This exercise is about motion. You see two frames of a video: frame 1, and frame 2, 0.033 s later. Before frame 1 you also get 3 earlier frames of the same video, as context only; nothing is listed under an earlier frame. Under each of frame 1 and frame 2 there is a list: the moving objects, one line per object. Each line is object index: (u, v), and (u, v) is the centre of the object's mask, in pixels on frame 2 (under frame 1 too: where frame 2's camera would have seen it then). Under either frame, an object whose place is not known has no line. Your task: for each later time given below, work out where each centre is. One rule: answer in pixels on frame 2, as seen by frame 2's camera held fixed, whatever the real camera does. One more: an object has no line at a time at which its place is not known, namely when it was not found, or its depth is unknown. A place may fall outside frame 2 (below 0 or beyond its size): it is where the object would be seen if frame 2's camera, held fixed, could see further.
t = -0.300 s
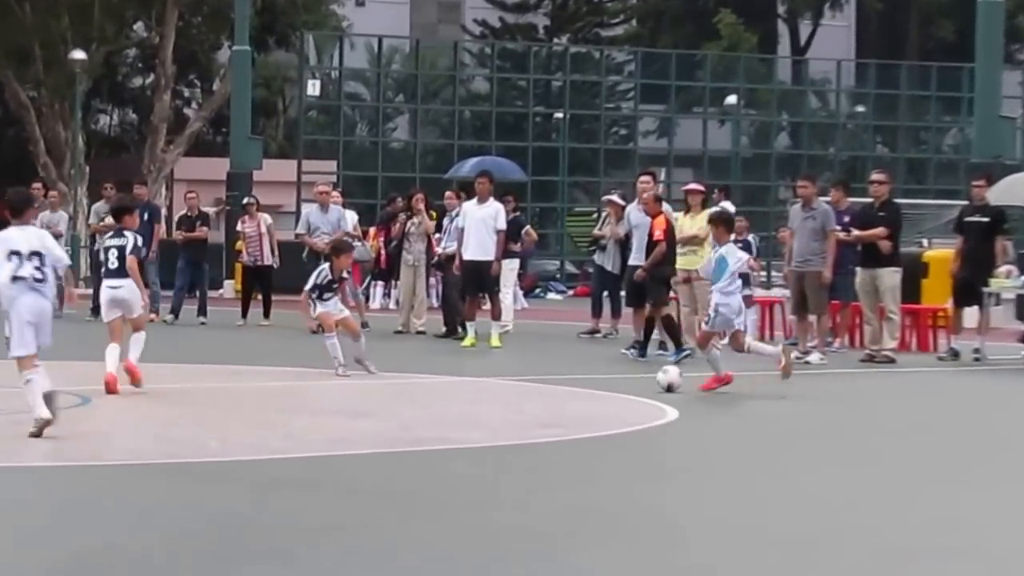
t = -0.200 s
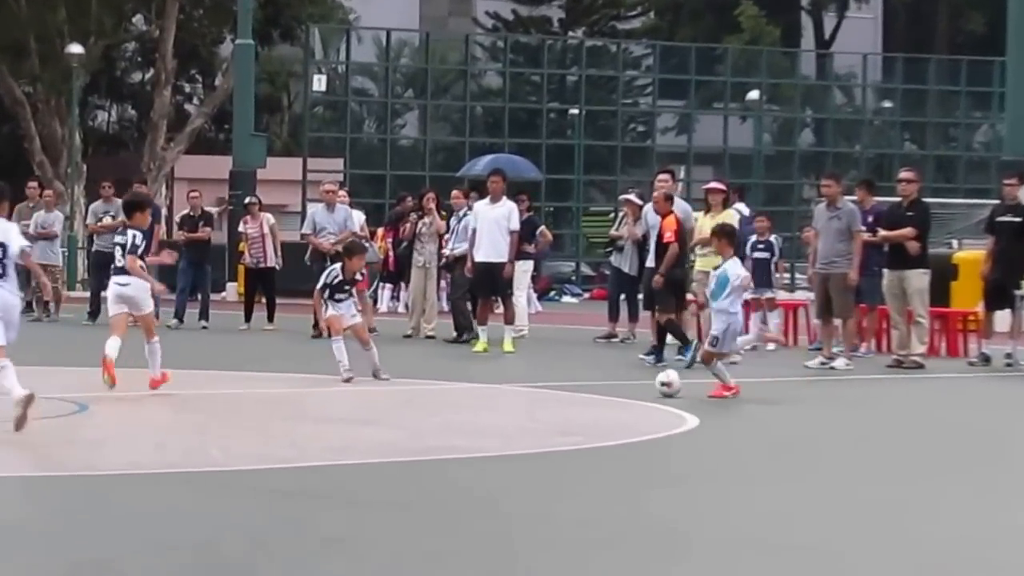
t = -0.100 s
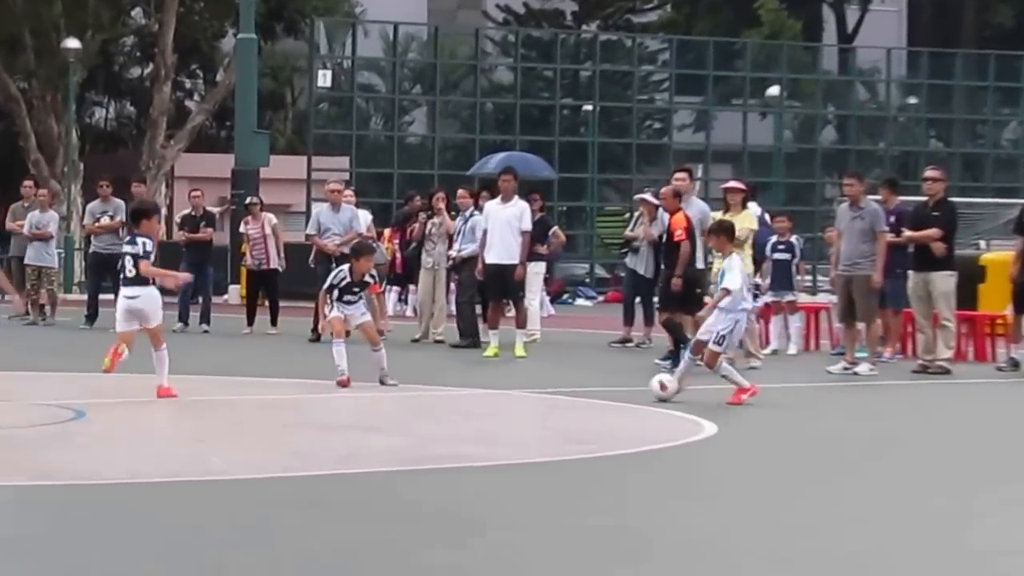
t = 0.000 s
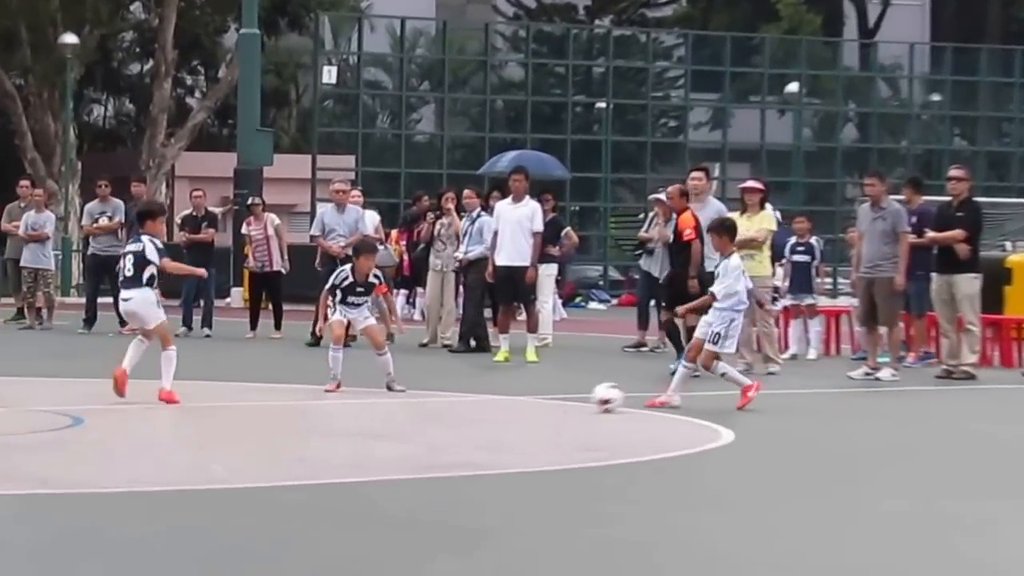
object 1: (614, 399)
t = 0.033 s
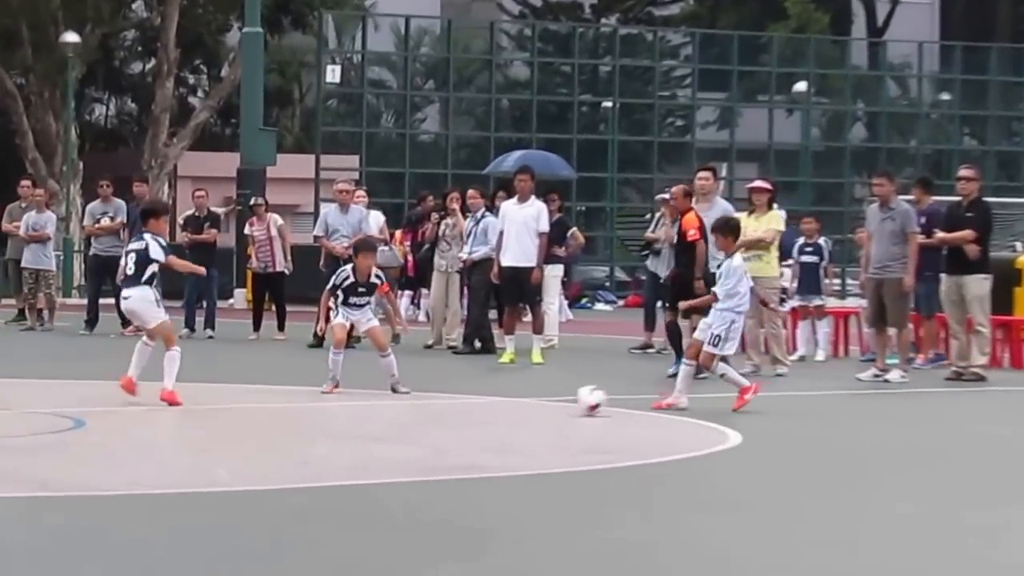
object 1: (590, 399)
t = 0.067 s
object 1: (566, 401)
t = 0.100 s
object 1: (542, 402)
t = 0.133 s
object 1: (519, 403)
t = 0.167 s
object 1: (495, 405)
